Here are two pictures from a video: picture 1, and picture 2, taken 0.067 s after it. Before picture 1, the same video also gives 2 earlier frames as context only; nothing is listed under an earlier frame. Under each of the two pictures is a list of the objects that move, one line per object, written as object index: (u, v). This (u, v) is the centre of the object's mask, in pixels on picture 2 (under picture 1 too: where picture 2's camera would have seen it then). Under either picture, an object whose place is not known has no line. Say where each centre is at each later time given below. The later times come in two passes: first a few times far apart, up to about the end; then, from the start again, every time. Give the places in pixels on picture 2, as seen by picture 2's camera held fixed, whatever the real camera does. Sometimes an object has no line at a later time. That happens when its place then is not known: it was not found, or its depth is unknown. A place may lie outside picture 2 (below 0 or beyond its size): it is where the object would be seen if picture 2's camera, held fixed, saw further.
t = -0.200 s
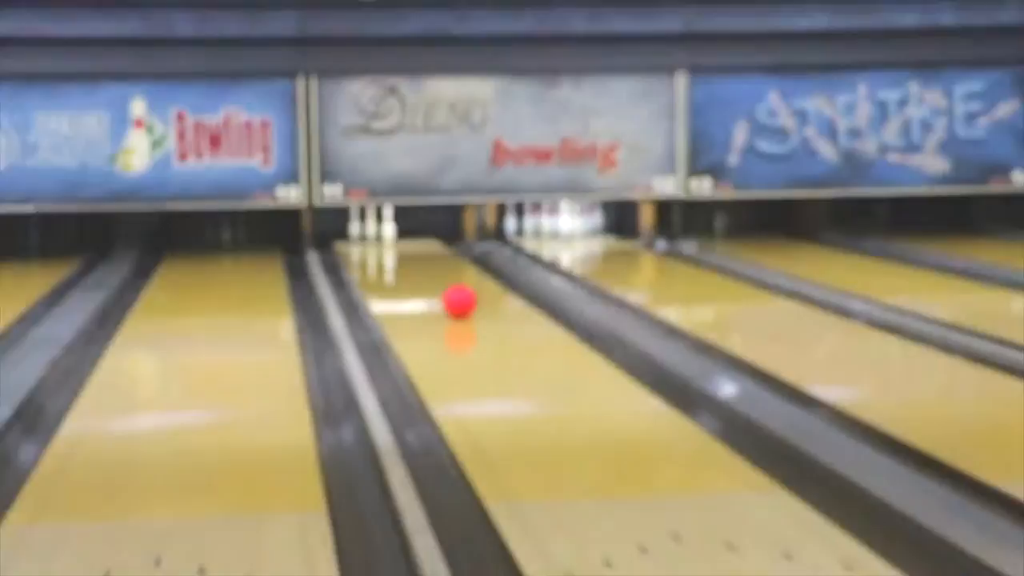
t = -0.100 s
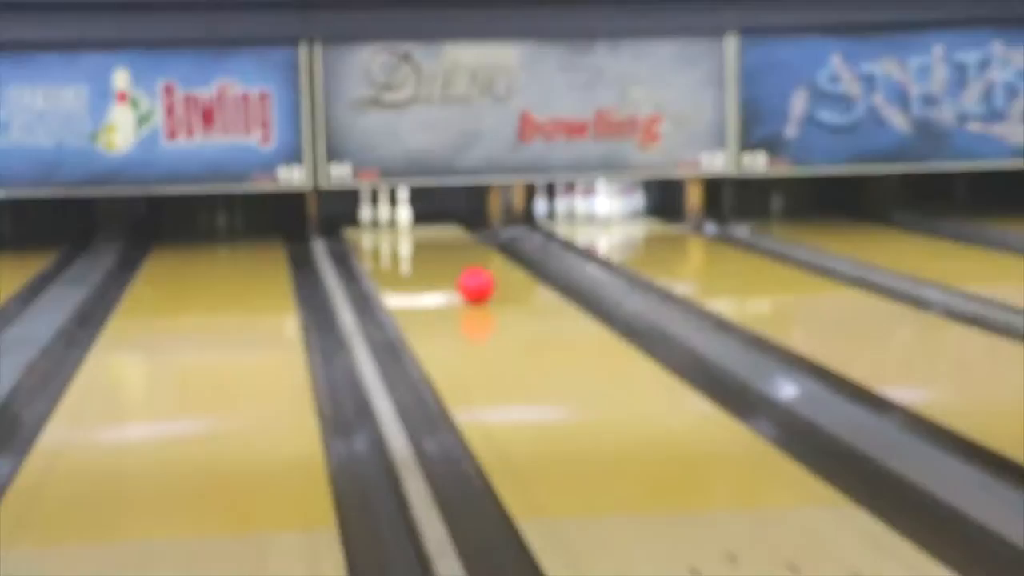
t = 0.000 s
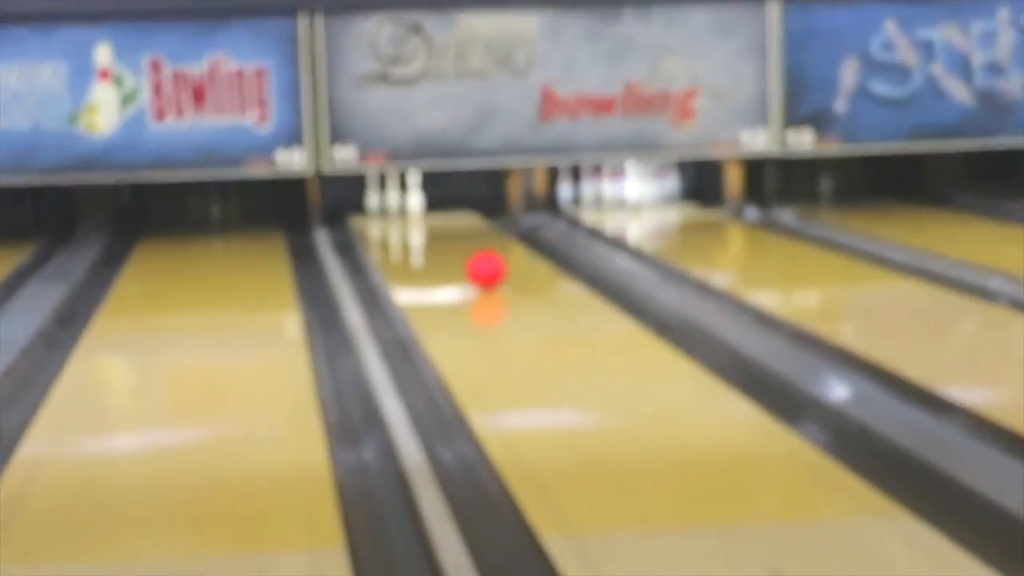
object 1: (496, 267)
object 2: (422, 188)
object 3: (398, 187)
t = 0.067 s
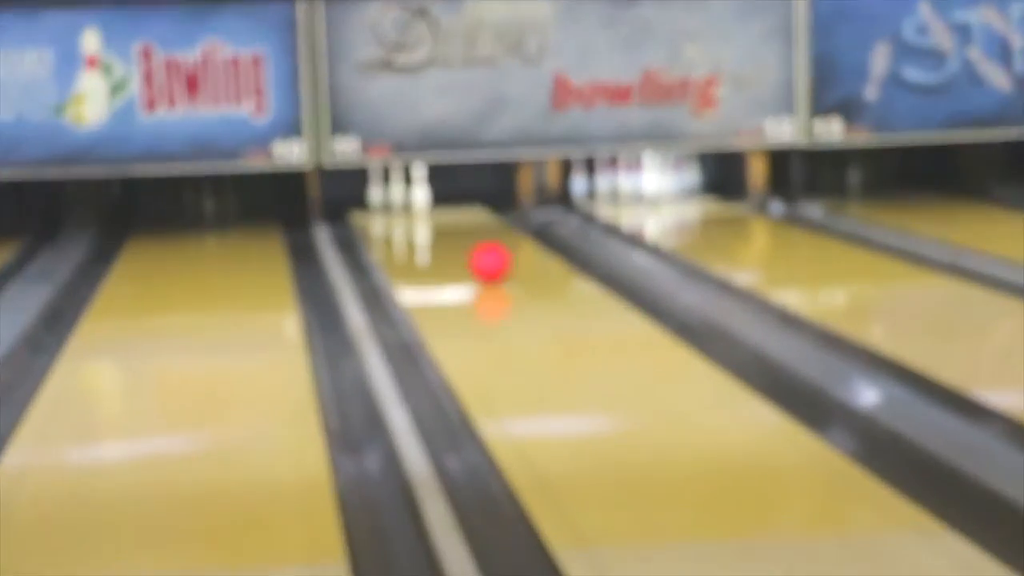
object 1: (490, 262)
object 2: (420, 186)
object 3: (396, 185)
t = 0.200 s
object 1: (480, 252)
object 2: (419, 187)
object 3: (396, 186)
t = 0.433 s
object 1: (466, 239)
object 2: (421, 189)
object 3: (397, 188)
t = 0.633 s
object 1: (456, 227)
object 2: (421, 188)
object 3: (398, 189)
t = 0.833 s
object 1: (448, 219)
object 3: (400, 191)
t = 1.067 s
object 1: (439, 211)
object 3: (400, 194)
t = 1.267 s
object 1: (432, 204)
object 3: (399, 194)
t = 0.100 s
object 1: (487, 259)
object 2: (418, 186)
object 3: (394, 186)
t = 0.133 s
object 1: (484, 257)
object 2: (418, 188)
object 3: (394, 186)
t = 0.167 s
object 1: (482, 255)
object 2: (419, 188)
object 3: (396, 186)
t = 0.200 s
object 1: (480, 252)
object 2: (419, 187)
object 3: (396, 186)
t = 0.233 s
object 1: (477, 249)
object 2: (419, 185)
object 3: (395, 183)
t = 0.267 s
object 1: (476, 247)
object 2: (420, 185)
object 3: (396, 182)
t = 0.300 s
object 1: (473, 244)
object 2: (418, 186)
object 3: (395, 183)
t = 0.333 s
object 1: (471, 244)
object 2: (420, 189)
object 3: (397, 186)
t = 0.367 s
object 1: (470, 242)
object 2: (422, 188)
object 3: (398, 186)
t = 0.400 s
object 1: (467, 241)
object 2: (420, 189)
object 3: (397, 188)
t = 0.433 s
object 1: (466, 239)
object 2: (421, 189)
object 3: (397, 188)
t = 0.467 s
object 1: (464, 237)
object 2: (422, 189)
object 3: (398, 188)
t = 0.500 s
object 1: (463, 234)
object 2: (423, 188)
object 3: (400, 188)
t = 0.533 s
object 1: (461, 233)
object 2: (423, 188)
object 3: (399, 187)
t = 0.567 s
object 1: (460, 231)
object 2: (423, 187)
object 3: (400, 188)
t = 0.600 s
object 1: (459, 229)
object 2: (423, 187)
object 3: (400, 188)
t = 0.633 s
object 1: (456, 227)
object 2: (421, 188)
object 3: (398, 189)
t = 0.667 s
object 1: (455, 226)
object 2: (422, 188)
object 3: (398, 189)
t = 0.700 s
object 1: (453, 225)
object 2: (421, 190)
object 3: (398, 189)
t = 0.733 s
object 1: (451, 224)
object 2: (421, 191)
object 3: (398, 191)
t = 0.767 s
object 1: (450, 222)
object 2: (421, 189)
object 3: (399, 189)
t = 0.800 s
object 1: (449, 221)
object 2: (422, 194)
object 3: (399, 191)
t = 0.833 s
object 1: (448, 219)
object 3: (400, 191)
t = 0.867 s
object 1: (447, 218)
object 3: (400, 194)
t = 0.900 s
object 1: (445, 217)
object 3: (400, 193)
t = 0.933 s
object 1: (445, 215)
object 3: (400, 193)
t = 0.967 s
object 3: (401, 194)
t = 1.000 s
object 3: (402, 194)
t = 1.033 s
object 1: (441, 212)
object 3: (401, 194)
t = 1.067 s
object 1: (439, 211)
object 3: (400, 194)
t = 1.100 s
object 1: (437, 210)
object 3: (399, 194)
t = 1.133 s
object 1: (436, 209)
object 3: (399, 195)
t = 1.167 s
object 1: (434, 207)
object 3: (399, 194)
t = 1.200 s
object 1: (433, 206)
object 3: (399, 194)
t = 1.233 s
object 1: (431, 206)
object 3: (399, 194)
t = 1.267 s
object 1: (432, 204)
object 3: (399, 194)
